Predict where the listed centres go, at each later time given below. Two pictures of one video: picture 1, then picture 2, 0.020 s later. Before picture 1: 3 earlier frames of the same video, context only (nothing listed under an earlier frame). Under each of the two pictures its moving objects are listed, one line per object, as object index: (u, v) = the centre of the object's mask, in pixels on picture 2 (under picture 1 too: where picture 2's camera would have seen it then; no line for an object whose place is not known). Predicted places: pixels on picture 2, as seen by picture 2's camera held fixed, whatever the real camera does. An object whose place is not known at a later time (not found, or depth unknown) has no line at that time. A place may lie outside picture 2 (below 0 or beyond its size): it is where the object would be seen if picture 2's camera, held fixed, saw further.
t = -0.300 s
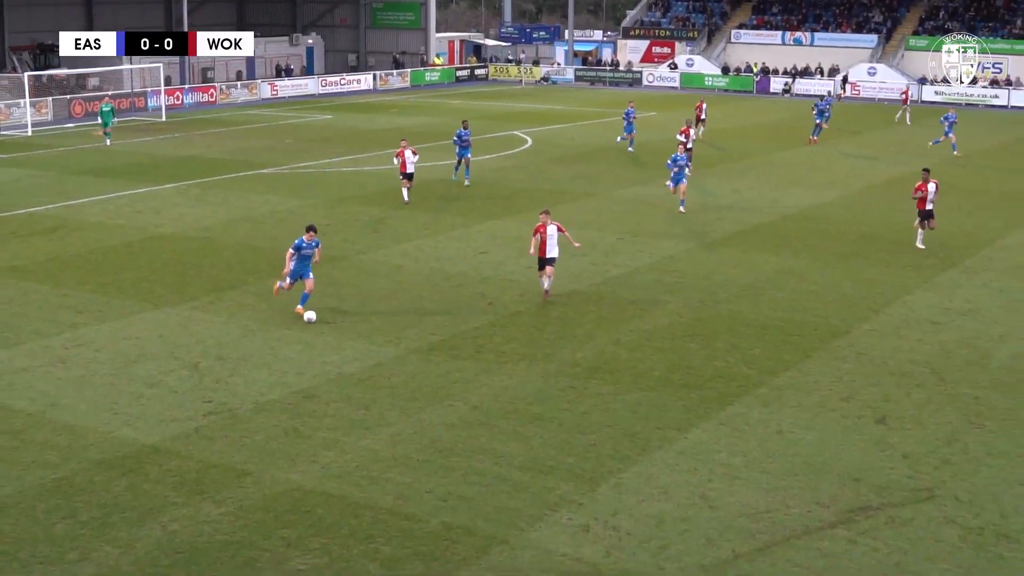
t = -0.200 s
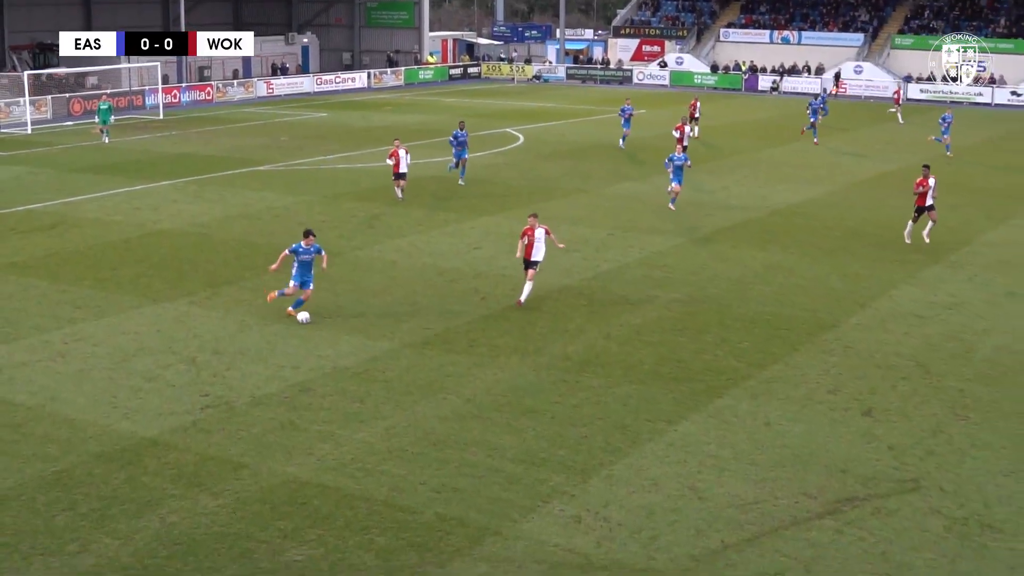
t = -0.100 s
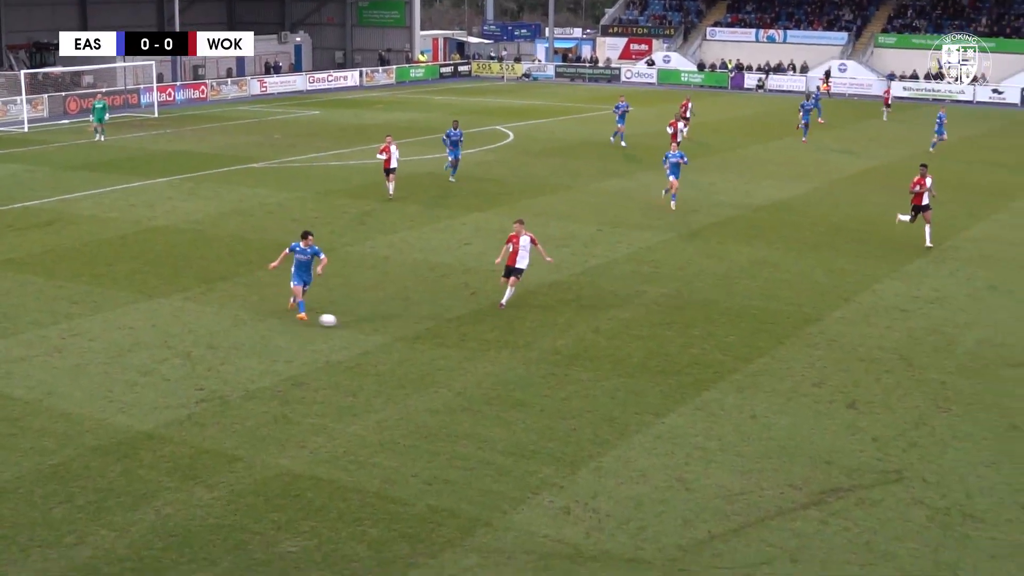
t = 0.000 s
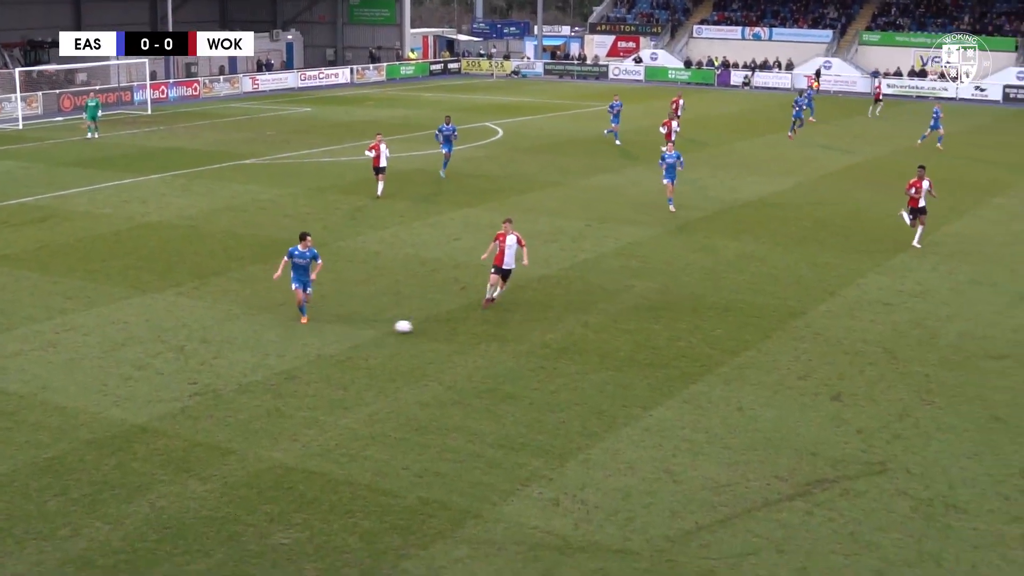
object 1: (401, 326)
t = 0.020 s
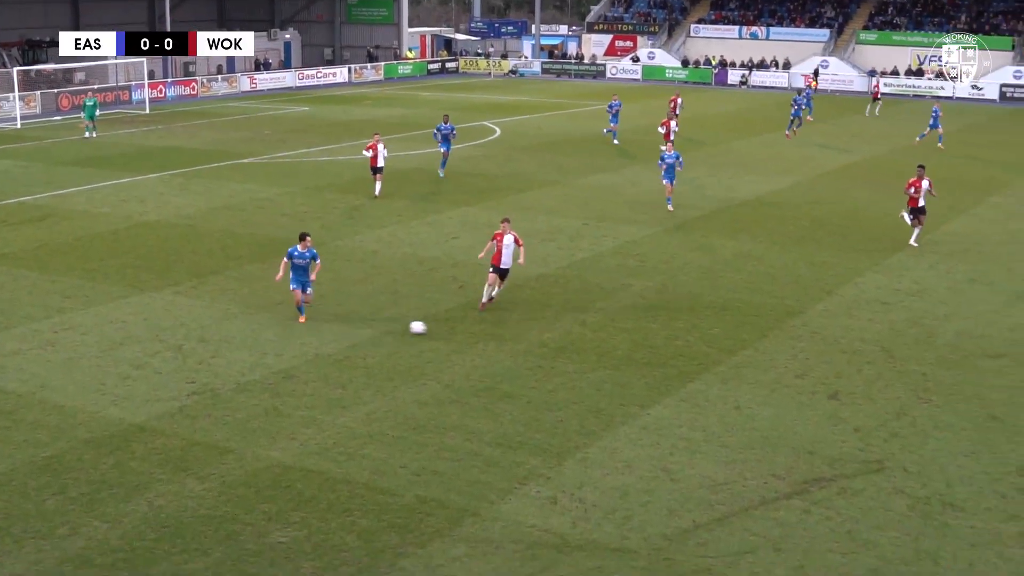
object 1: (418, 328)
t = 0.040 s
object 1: (435, 330)
